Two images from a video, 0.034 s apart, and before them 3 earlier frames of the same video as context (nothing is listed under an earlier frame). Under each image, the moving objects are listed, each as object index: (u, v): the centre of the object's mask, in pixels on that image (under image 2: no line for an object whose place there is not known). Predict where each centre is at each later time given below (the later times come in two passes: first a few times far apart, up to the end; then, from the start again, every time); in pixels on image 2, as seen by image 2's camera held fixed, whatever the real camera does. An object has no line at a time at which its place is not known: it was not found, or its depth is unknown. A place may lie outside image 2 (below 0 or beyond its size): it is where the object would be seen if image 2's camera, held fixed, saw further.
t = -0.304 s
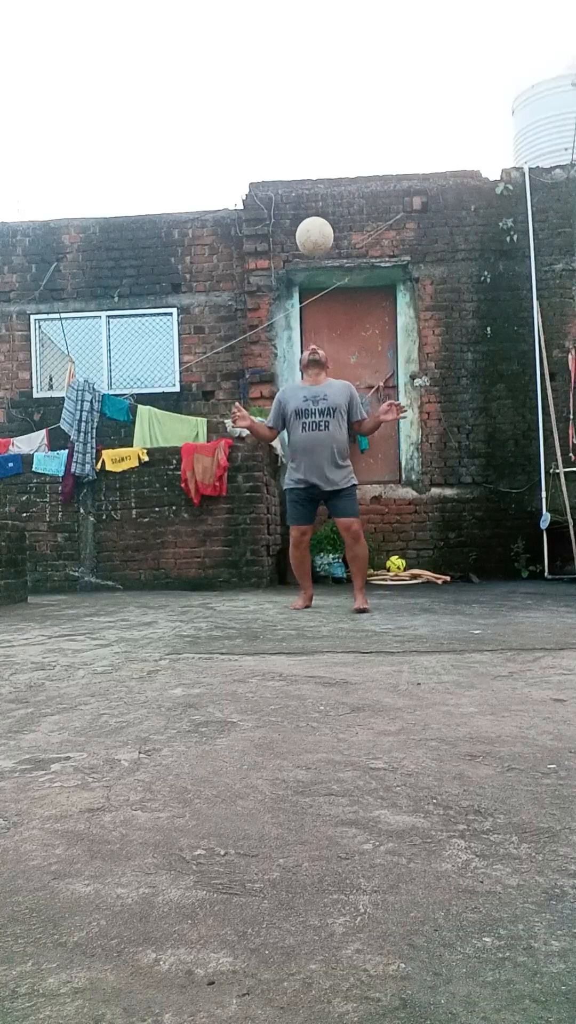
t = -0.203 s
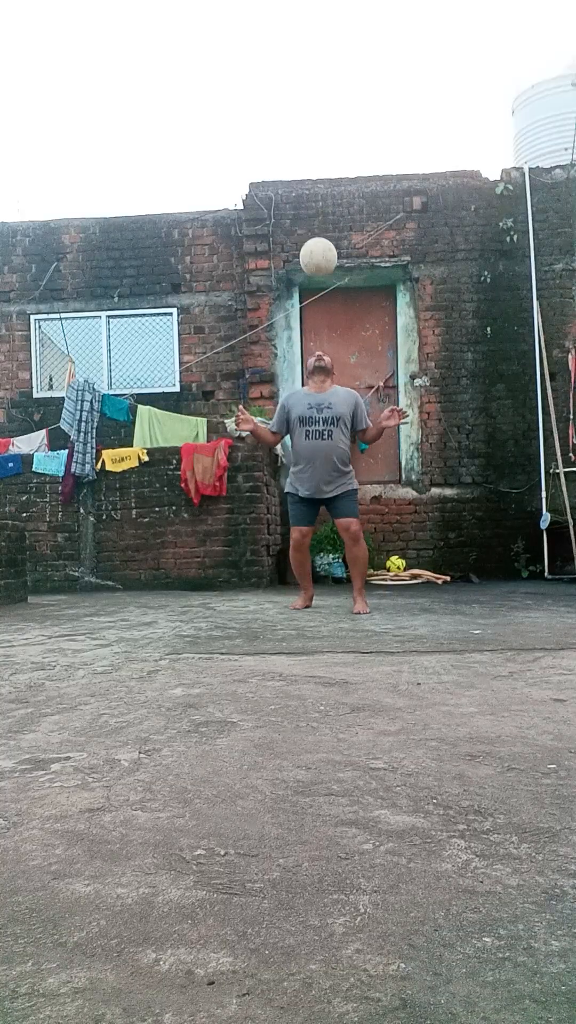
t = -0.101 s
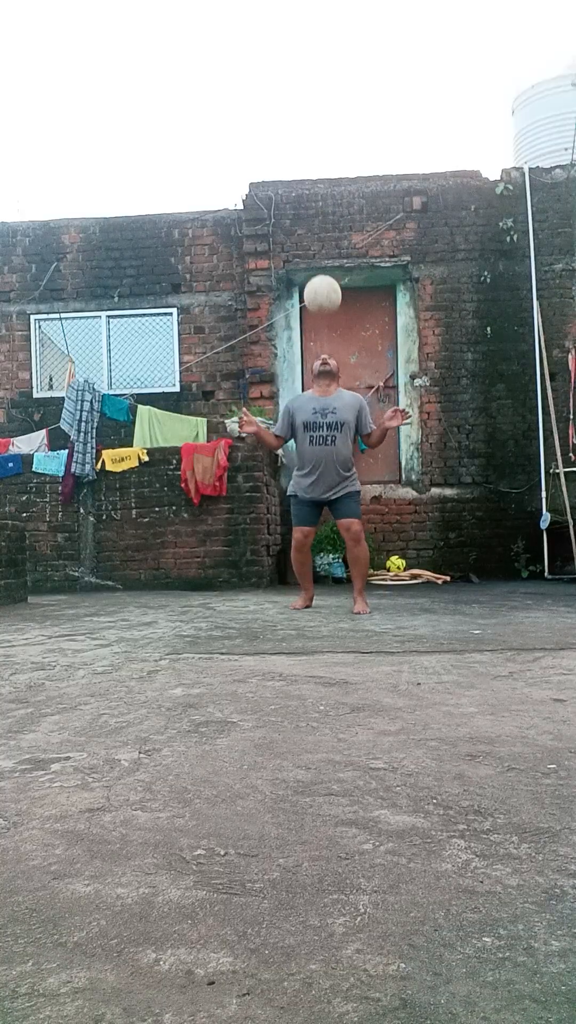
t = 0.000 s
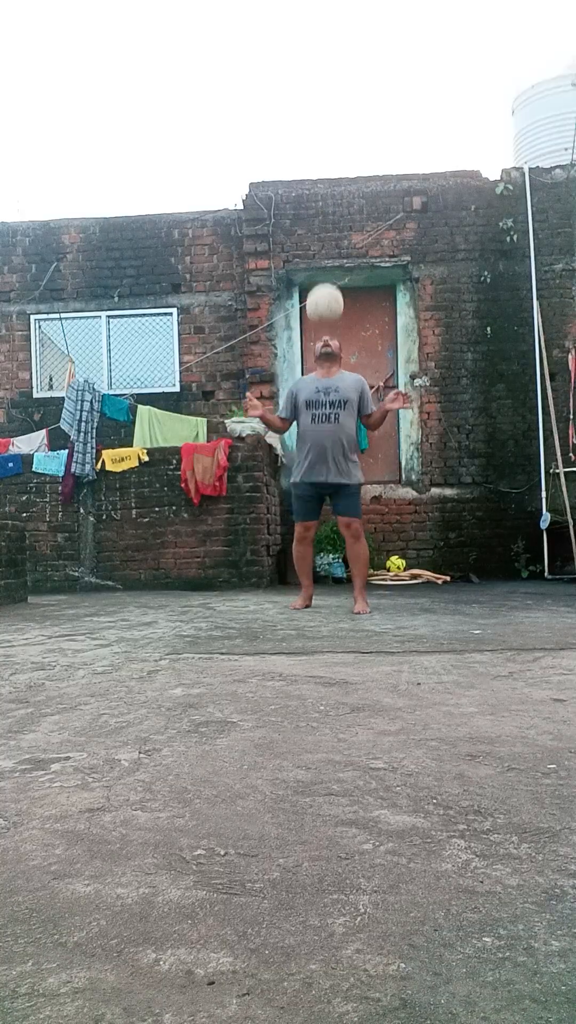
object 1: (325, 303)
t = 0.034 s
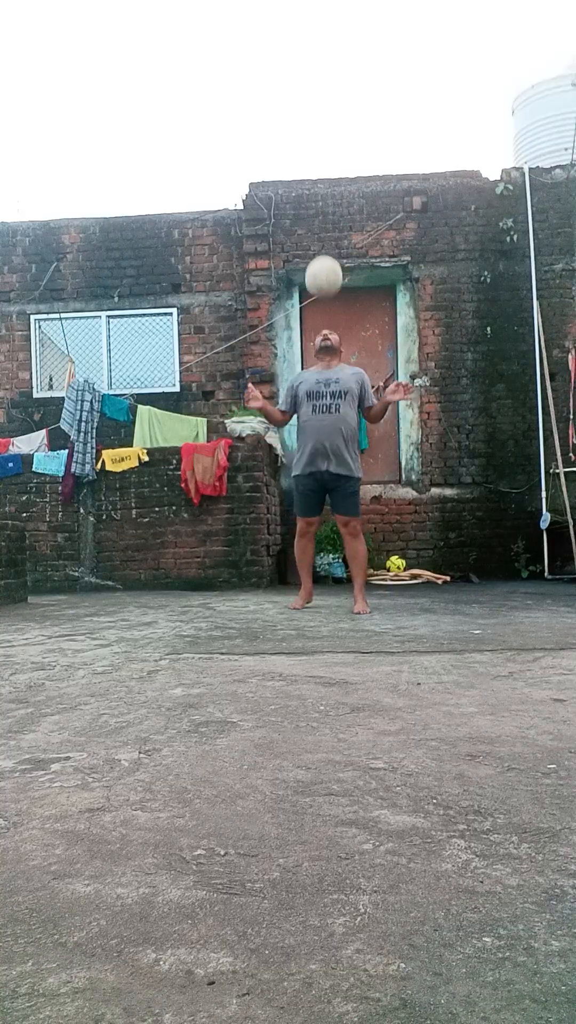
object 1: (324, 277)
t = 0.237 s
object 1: (318, 155)
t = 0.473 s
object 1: (313, 101)
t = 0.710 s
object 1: (312, 134)
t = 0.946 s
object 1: (312, 252)
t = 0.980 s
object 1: (312, 276)
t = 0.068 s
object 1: (322, 251)
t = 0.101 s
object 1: (321, 228)
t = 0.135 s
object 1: (321, 206)
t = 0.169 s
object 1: (320, 189)
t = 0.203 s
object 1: (319, 171)
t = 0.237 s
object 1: (318, 155)
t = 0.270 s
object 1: (317, 142)
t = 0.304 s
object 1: (316, 130)
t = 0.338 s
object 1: (316, 121)
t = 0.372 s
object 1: (315, 113)
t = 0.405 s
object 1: (314, 107)
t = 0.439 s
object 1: (314, 103)
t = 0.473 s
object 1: (313, 101)
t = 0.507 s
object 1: (313, 101)
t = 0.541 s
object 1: (313, 102)
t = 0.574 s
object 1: (312, 105)
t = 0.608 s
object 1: (312, 110)
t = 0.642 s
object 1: (312, 116)
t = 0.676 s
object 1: (312, 124)
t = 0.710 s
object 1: (312, 134)
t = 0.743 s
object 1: (312, 146)
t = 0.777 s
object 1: (311, 160)
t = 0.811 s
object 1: (311, 175)
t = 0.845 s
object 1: (312, 193)
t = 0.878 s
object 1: (312, 209)
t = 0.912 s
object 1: (312, 230)
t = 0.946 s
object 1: (312, 252)
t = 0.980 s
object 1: (312, 276)
